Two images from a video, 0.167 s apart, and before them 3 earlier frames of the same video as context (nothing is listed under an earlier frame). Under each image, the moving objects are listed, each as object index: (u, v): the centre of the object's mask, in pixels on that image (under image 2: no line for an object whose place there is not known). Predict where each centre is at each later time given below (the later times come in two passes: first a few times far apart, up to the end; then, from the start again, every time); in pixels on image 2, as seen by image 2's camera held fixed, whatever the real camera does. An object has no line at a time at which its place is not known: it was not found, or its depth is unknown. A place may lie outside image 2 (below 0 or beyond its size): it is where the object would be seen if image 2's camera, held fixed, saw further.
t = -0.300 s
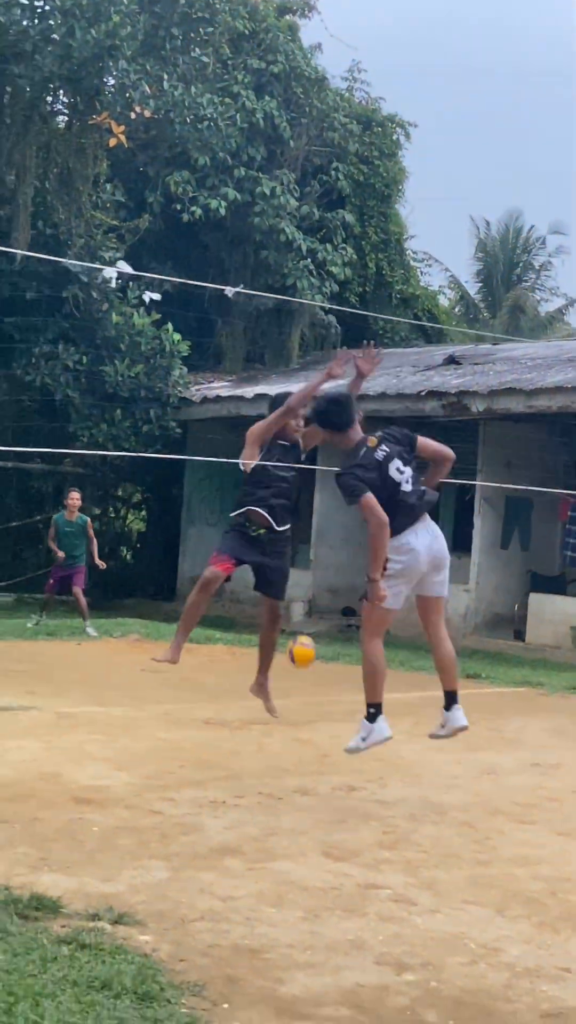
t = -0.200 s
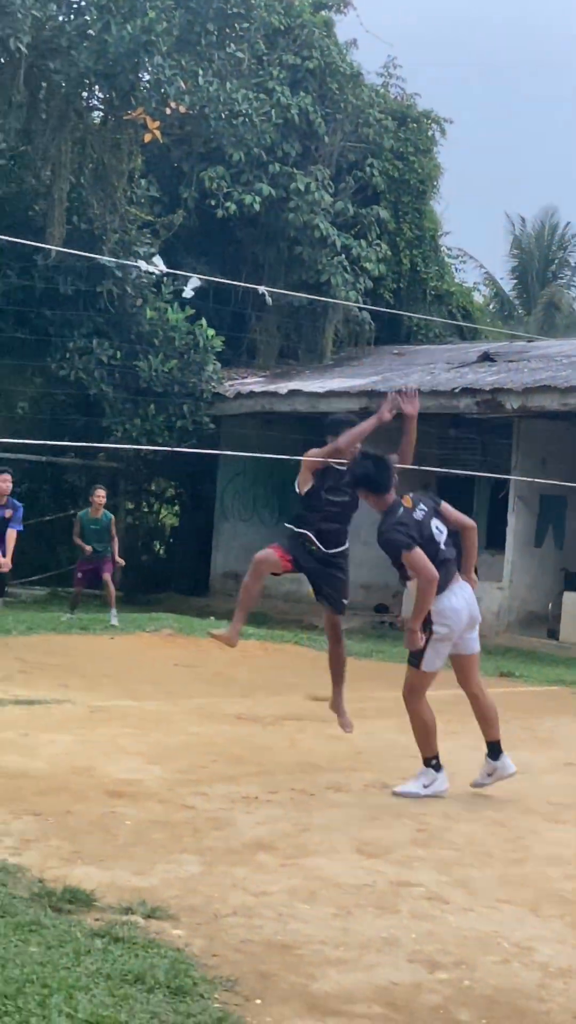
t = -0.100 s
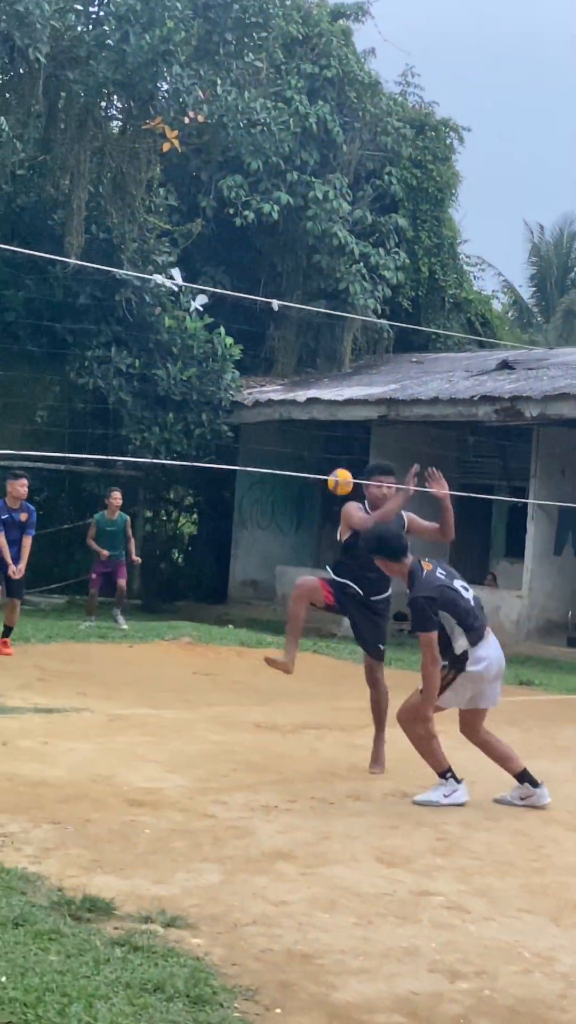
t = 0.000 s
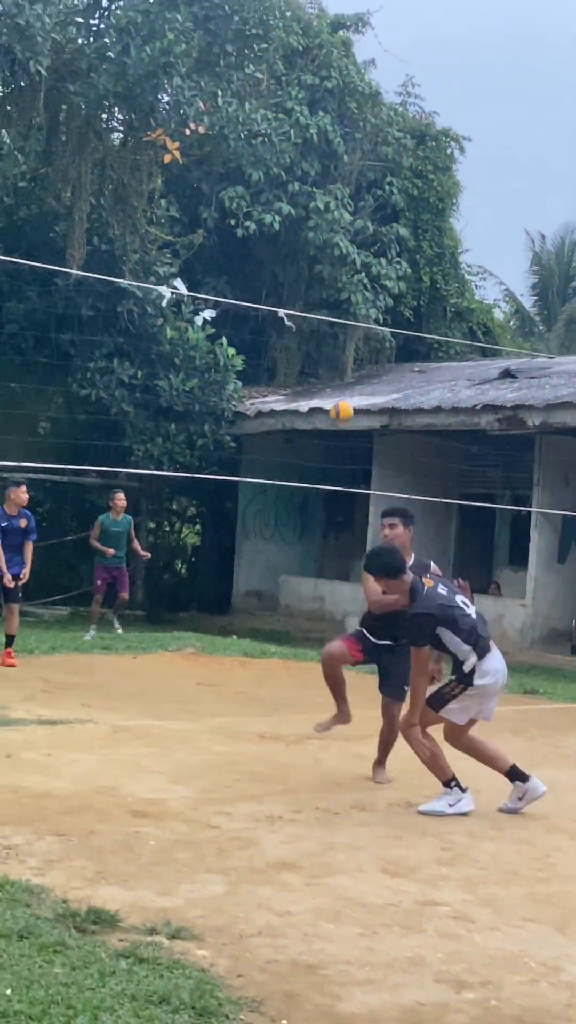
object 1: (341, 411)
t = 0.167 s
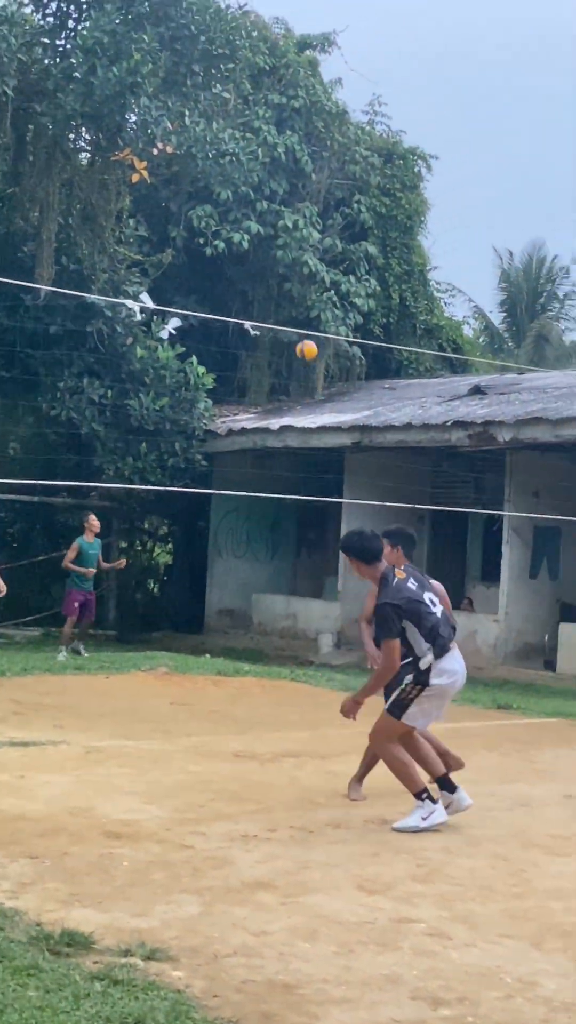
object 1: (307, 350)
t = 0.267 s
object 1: (303, 327)
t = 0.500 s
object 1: (293, 321)
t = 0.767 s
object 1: (282, 375)
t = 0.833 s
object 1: (279, 395)
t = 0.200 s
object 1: (305, 341)
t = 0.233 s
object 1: (304, 333)
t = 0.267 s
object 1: (303, 327)
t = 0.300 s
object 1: (301, 323)
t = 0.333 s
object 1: (300, 320)
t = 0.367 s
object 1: (299, 318)
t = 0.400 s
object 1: (297, 318)
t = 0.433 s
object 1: (296, 318)
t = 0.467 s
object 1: (294, 320)
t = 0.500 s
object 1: (293, 321)
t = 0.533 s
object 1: (292, 324)
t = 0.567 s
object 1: (291, 329)
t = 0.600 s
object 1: (289, 336)
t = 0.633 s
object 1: (287, 342)
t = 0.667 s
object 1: (286, 349)
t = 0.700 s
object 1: (284, 357)
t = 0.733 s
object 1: (283, 365)
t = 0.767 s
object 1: (282, 375)
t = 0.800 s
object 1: (280, 385)
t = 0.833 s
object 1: (279, 395)
